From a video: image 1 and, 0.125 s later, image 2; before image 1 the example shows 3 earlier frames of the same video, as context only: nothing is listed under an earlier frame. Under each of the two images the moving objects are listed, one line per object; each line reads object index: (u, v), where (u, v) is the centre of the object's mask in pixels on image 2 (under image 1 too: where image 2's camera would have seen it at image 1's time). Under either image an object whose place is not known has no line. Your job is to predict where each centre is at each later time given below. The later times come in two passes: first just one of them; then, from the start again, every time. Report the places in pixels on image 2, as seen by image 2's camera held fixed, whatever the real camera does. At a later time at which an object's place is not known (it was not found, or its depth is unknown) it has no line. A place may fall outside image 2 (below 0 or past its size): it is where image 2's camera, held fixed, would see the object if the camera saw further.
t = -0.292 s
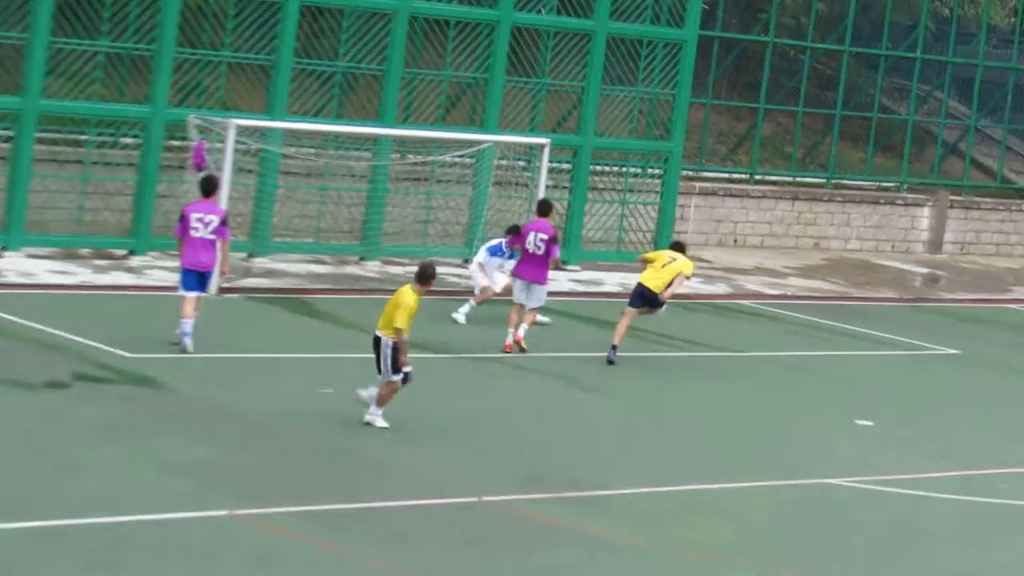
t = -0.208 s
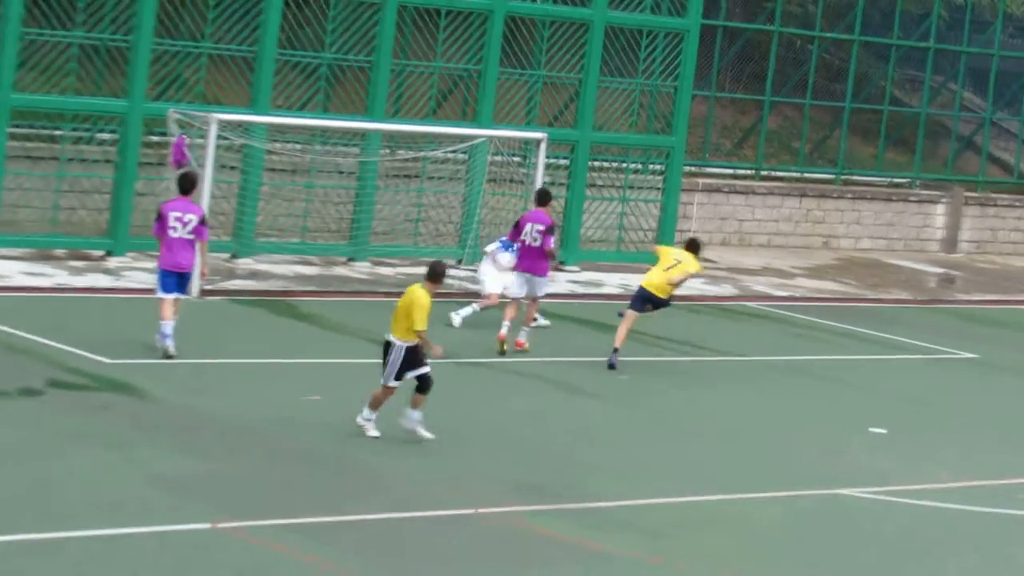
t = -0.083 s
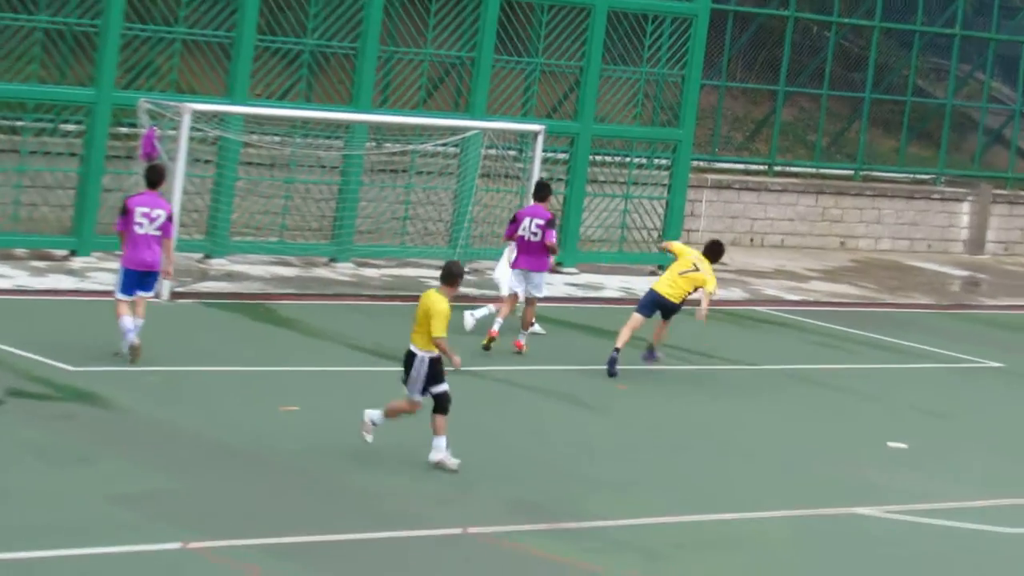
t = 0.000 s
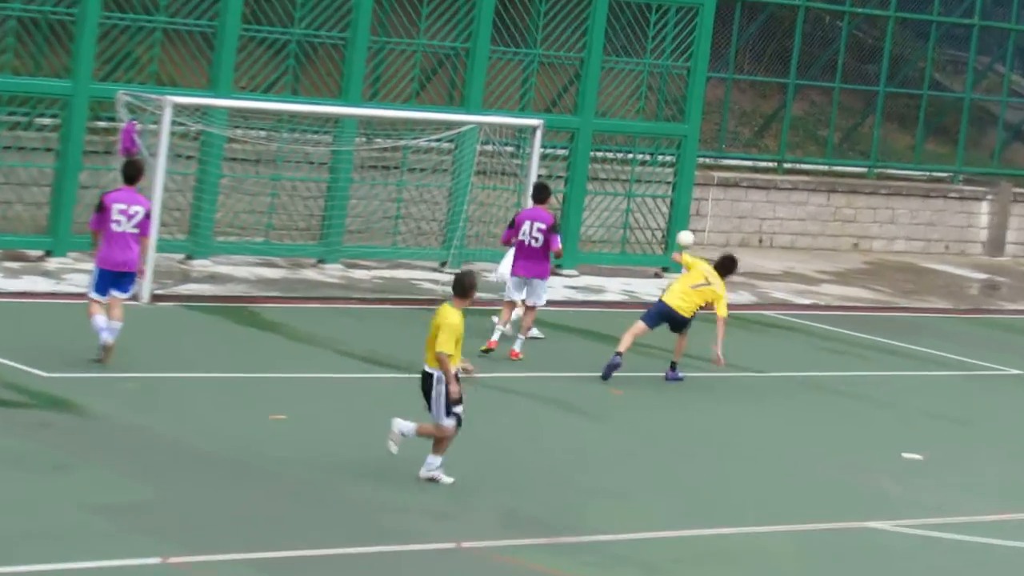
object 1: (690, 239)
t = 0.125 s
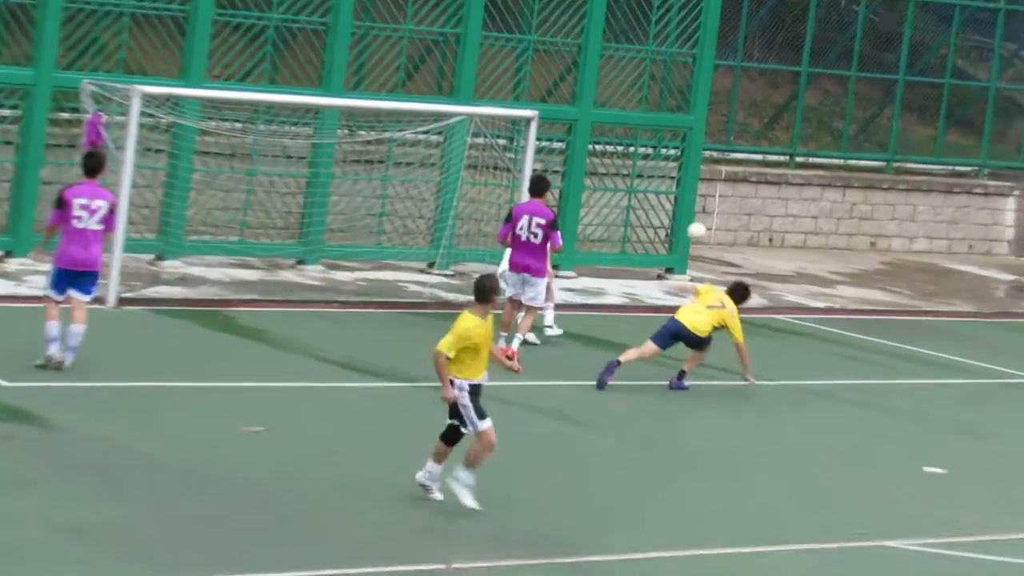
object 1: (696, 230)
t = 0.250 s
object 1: (702, 236)
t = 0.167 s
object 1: (698, 231)
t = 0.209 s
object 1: (700, 231)
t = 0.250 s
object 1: (702, 236)
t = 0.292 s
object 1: (704, 240)
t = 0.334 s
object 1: (705, 246)
